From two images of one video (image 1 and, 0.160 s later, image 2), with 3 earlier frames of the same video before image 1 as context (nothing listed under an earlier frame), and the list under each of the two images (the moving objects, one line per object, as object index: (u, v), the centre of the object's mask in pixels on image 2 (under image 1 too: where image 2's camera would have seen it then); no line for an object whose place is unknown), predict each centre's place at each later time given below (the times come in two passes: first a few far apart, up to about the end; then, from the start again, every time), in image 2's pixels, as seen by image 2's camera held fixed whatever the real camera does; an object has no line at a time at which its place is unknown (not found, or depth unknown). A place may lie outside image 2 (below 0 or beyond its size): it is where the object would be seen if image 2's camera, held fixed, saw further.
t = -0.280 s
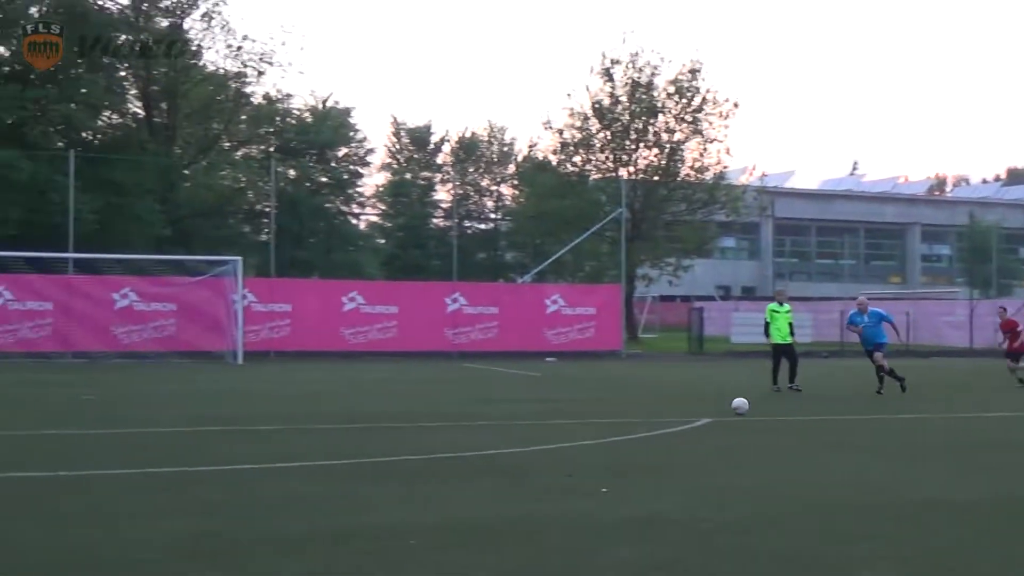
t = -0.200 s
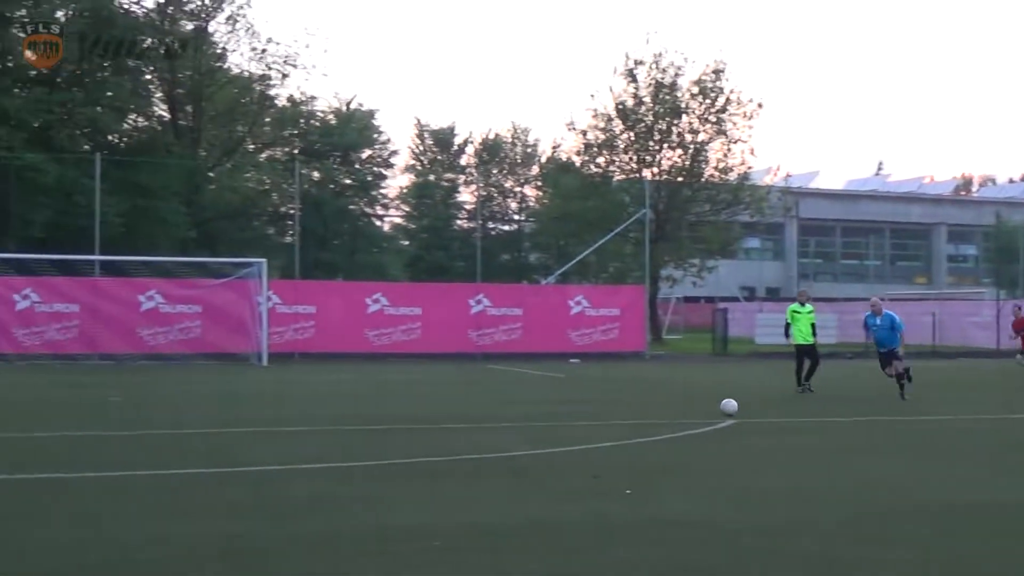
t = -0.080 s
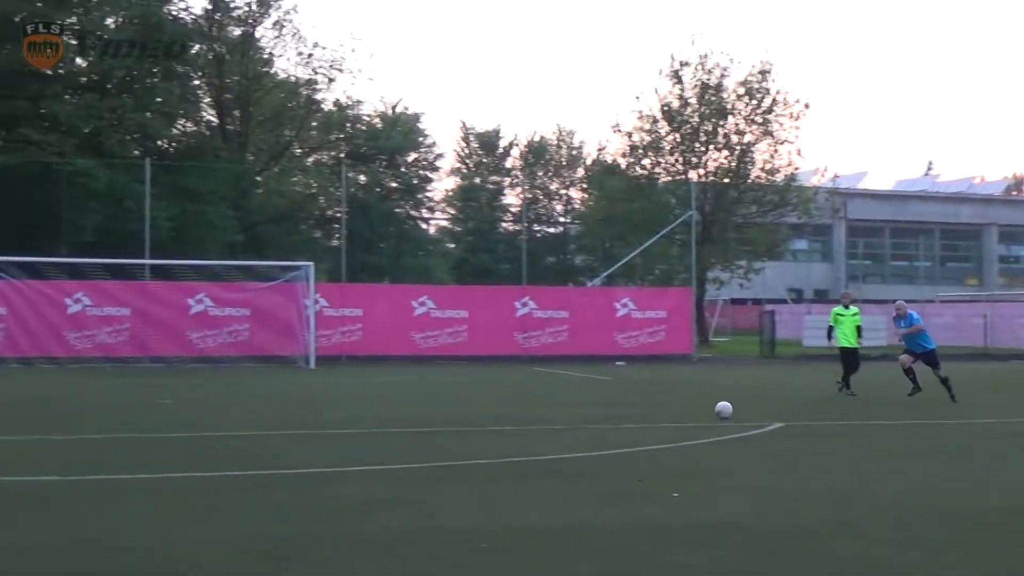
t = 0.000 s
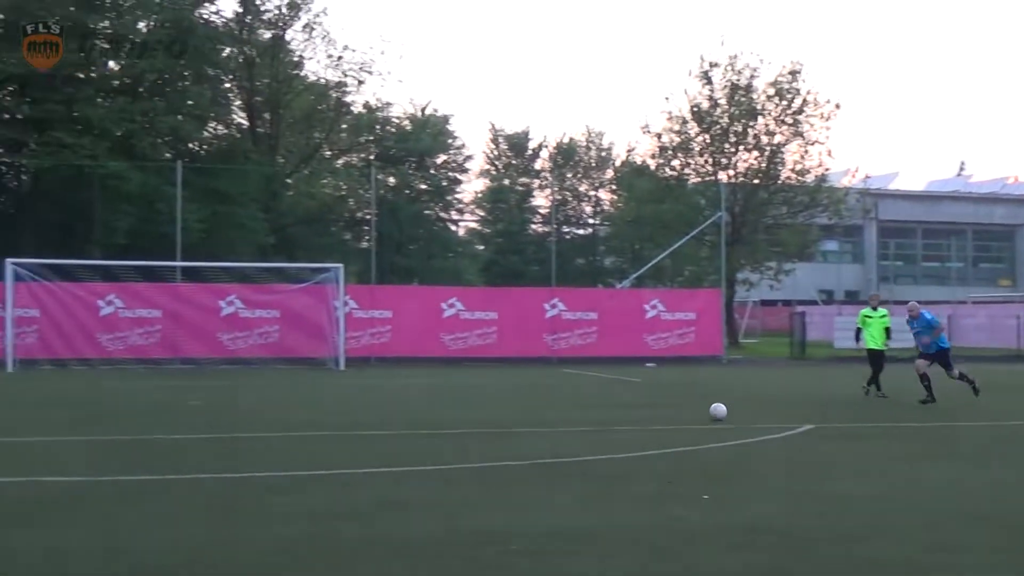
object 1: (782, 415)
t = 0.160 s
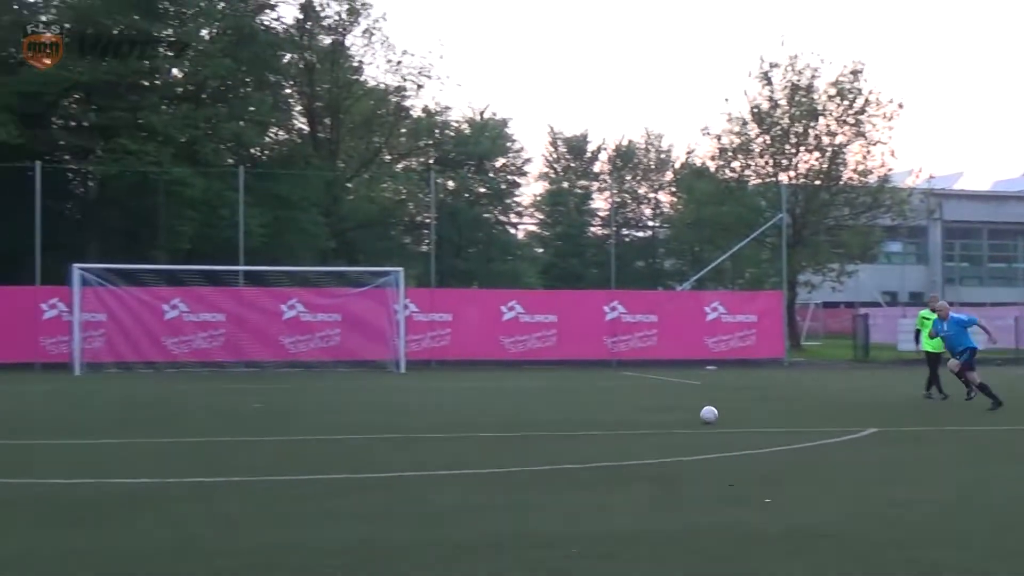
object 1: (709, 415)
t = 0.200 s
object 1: (691, 414)
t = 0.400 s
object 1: (606, 413)
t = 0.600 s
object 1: (523, 413)
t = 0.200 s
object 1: (691, 414)
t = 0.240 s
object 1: (674, 415)
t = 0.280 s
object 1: (657, 415)
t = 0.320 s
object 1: (640, 414)
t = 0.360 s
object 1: (622, 415)
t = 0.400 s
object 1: (606, 413)
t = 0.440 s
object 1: (589, 412)
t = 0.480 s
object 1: (572, 412)
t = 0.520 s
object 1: (555, 414)
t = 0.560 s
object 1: (539, 414)
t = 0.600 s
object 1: (523, 413)
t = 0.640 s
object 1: (506, 413)
